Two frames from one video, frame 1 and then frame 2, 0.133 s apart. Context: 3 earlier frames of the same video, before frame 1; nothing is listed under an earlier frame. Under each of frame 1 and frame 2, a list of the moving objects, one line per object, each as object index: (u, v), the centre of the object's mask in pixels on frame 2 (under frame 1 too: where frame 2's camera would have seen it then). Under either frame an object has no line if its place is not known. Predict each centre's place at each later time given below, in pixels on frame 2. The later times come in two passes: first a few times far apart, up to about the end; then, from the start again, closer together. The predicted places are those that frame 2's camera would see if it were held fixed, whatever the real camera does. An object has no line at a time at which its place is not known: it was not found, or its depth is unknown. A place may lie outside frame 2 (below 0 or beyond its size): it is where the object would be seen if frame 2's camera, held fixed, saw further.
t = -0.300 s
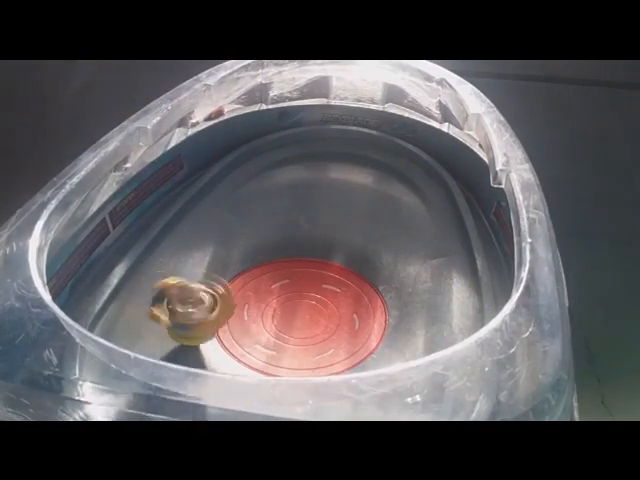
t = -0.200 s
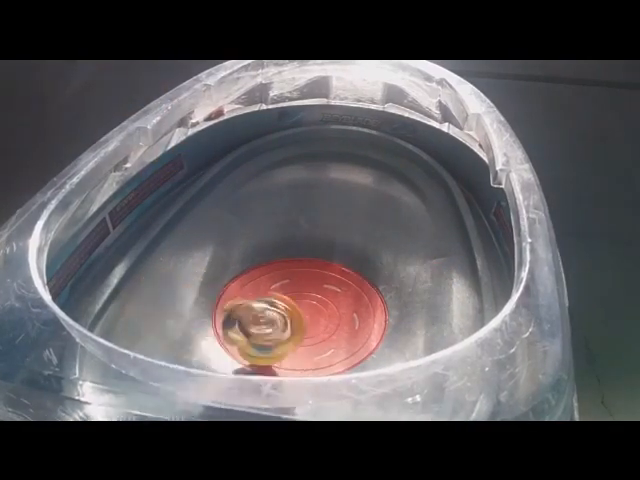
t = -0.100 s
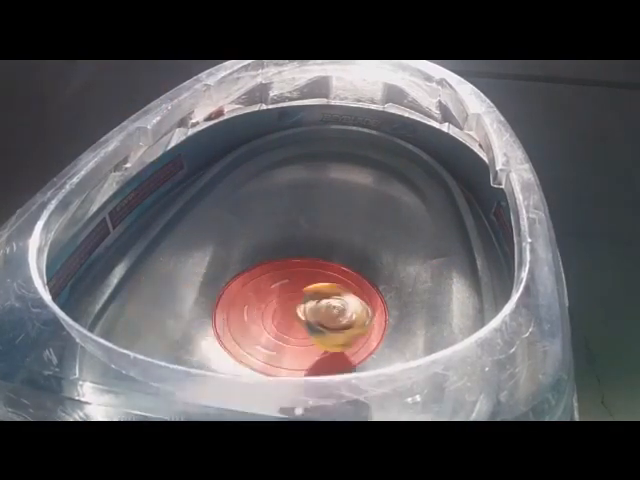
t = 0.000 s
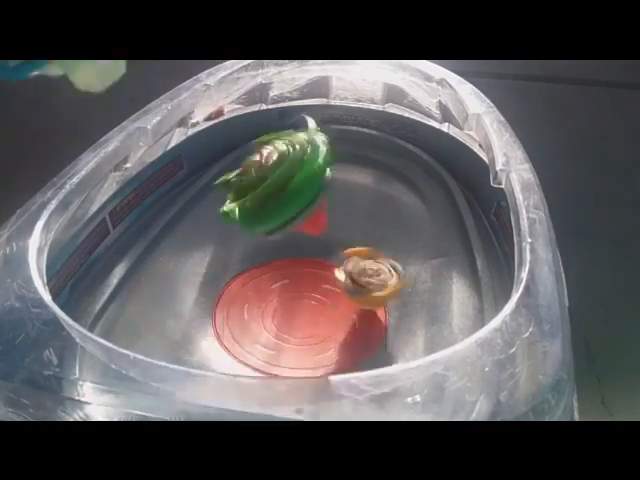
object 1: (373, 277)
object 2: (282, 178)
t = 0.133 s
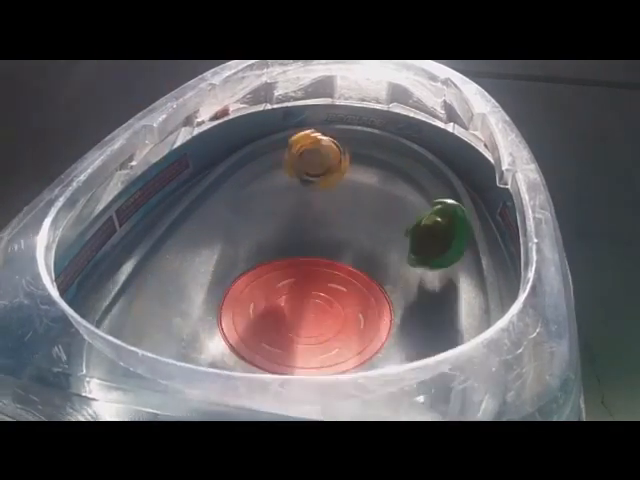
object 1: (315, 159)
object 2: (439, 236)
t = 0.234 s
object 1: (282, 104)
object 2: (386, 230)
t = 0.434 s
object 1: (322, 184)
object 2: (275, 257)
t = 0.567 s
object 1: (388, 232)
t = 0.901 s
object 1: (460, 271)
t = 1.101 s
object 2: (259, 267)
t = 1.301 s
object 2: (209, 214)
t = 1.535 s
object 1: (224, 351)
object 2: (297, 266)
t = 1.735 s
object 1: (185, 297)
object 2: (377, 288)
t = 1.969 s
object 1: (250, 238)
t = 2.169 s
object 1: (328, 243)
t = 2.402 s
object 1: (378, 300)
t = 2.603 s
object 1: (318, 334)
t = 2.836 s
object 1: (239, 275)
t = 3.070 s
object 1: (280, 240)
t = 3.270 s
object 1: (339, 268)
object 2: (263, 345)
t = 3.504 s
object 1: (350, 336)
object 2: (273, 298)
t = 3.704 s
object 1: (287, 343)
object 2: (303, 271)
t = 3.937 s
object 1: (232, 274)
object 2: (355, 251)
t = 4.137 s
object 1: (240, 224)
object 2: (367, 266)
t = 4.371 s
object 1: (282, 214)
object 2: (330, 296)
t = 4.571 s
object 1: (336, 227)
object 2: (274, 297)
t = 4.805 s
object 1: (386, 257)
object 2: (237, 266)
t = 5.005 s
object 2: (265, 256)
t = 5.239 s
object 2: (313, 265)
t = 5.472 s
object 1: (276, 344)
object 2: (343, 293)
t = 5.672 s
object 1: (236, 329)
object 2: (324, 319)
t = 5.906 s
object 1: (227, 283)
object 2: (295, 325)
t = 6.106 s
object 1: (238, 283)
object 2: (293, 315)
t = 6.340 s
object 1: (282, 277)
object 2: (309, 315)
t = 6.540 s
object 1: (314, 266)
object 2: (307, 306)
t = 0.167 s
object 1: (289, 130)
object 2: (416, 235)
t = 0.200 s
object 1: (277, 108)
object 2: (400, 228)
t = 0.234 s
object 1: (282, 104)
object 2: (386, 230)
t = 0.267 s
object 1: (288, 117)
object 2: (369, 228)
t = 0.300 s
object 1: (288, 139)
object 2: (351, 229)
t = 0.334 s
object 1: (295, 148)
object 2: (333, 229)
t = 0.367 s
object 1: (303, 156)
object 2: (312, 236)
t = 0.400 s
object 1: (310, 176)
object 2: (293, 245)
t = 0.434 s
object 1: (322, 184)
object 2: (275, 257)
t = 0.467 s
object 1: (336, 197)
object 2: (259, 268)
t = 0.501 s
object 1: (351, 209)
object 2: (246, 278)
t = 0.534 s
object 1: (368, 220)
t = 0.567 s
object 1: (388, 232)
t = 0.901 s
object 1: (460, 271)
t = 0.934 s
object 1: (456, 276)
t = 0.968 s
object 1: (450, 284)
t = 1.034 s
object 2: (319, 286)
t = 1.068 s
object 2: (283, 286)
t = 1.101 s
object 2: (259, 267)
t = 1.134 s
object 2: (240, 245)
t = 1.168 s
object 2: (222, 236)
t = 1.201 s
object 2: (215, 227)
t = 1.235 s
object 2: (207, 220)
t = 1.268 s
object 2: (207, 215)
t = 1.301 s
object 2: (209, 214)
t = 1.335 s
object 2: (220, 214)
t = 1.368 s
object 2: (232, 218)
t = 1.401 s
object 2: (246, 226)
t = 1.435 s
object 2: (257, 234)
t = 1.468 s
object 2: (271, 247)
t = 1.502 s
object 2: (285, 260)
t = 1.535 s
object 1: (224, 351)
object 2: (297, 266)
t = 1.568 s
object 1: (206, 343)
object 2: (307, 269)
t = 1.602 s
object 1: (199, 338)
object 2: (323, 274)
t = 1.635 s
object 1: (192, 328)
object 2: (339, 279)
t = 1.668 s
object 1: (186, 321)
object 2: (352, 283)
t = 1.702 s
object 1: (184, 308)
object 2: (362, 285)
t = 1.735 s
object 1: (185, 297)
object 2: (377, 288)
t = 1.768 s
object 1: (189, 284)
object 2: (386, 294)
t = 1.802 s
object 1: (194, 274)
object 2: (391, 296)
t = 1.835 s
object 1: (203, 263)
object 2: (396, 297)
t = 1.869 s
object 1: (213, 255)
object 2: (401, 300)
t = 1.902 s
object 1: (225, 247)
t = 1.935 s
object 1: (236, 242)
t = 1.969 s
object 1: (250, 238)
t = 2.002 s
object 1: (262, 235)
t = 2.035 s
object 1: (277, 234)
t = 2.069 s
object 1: (290, 235)
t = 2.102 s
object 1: (303, 236)
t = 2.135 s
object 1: (316, 239)
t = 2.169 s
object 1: (328, 243)
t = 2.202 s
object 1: (340, 249)
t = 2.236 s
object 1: (350, 254)
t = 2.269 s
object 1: (359, 262)
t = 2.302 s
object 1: (368, 268)
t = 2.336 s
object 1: (373, 279)
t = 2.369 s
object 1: (377, 289)
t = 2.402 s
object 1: (378, 300)
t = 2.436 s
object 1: (377, 311)
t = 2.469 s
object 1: (373, 322)
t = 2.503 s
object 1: (364, 329)
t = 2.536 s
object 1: (353, 334)
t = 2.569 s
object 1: (336, 336)
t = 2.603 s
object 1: (318, 334)
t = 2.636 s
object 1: (301, 331)
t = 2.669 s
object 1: (285, 326)
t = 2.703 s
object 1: (269, 317)
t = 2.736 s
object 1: (256, 308)
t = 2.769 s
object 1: (250, 298)
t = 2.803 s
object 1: (242, 287)
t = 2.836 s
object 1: (239, 275)
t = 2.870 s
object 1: (242, 268)
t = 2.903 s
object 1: (244, 260)
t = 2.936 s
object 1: (249, 251)
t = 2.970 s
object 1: (255, 244)
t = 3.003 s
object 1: (265, 243)
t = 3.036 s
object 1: (272, 242)
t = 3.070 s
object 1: (280, 240)
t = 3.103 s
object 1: (292, 241)
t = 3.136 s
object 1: (302, 243)
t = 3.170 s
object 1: (311, 250)
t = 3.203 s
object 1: (318, 255)
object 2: (274, 351)
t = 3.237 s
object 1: (329, 259)
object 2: (271, 350)
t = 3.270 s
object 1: (339, 268)
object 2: (263, 345)
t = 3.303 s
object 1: (345, 279)
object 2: (261, 340)
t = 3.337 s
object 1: (351, 289)
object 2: (259, 332)
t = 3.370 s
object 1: (354, 298)
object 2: (266, 325)
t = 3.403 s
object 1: (353, 308)
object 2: (269, 319)
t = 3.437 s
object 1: (353, 320)
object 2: (273, 314)
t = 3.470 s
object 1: (355, 330)
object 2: (269, 304)
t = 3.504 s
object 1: (350, 336)
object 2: (273, 298)
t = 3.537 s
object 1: (341, 340)
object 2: (275, 292)
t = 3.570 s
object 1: (330, 343)
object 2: (280, 289)
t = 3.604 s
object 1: (317, 344)
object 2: (282, 282)
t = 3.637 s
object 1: (305, 343)
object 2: (288, 276)
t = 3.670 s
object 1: (295, 343)
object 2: (294, 270)
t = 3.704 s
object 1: (287, 343)
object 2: (303, 271)
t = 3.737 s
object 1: (277, 341)
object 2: (308, 267)
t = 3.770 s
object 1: (266, 335)
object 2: (315, 260)
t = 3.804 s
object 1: (258, 326)
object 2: (321, 257)
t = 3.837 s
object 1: (250, 314)
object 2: (328, 253)
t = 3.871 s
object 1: (244, 302)
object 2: (338, 253)
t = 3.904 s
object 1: (237, 287)
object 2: (348, 252)
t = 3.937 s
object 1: (232, 274)
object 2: (355, 251)
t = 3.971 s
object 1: (230, 262)
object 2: (360, 251)
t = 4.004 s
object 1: (231, 251)
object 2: (359, 251)
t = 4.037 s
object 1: (230, 241)
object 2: (365, 252)
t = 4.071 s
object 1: (231, 235)
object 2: (368, 258)
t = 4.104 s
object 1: (235, 230)
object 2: (370, 260)
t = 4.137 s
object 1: (240, 224)
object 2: (367, 266)
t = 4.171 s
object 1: (244, 220)
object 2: (364, 270)
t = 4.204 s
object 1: (250, 217)
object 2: (364, 274)
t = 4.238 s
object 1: (256, 215)
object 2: (357, 279)
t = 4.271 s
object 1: (261, 214)
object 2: (351, 285)
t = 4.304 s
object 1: (268, 213)
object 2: (344, 289)
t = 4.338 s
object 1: (275, 212)
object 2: (335, 294)
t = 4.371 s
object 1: (282, 214)
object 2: (330, 296)
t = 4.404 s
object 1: (290, 214)
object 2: (321, 298)
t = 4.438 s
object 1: (299, 216)
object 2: (310, 299)
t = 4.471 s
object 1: (307, 219)
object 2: (300, 300)
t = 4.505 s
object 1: (316, 220)
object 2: (288, 300)
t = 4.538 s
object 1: (326, 223)
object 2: (281, 298)
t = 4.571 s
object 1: (336, 227)
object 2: (274, 297)
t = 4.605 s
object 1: (345, 229)
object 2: (263, 292)
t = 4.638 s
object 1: (353, 233)
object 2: (258, 289)
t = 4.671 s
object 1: (360, 237)
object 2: (251, 285)
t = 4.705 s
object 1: (367, 241)
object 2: (247, 280)
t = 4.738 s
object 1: (374, 244)
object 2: (242, 276)
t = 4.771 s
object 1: (381, 249)
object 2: (239, 269)
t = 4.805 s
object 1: (386, 257)
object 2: (237, 266)
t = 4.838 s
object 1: (391, 263)
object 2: (239, 262)
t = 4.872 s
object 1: (395, 271)
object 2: (241, 263)
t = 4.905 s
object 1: (399, 279)
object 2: (241, 259)
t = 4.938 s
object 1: (400, 288)
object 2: (248, 258)
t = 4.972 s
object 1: (401, 298)
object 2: (258, 257)
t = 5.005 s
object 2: (265, 256)
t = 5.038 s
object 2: (270, 257)
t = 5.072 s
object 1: (397, 322)
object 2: (279, 255)
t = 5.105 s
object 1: (393, 327)
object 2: (287, 259)
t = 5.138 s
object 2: (294, 259)
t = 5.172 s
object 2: (302, 262)
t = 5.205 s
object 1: (367, 336)
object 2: (308, 265)
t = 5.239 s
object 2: (313, 265)
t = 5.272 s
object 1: (344, 343)
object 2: (320, 268)
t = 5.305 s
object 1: (332, 346)
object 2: (328, 272)
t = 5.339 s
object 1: (322, 347)
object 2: (333, 276)
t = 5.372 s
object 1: (312, 346)
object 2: (332, 281)
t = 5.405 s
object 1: (294, 346)
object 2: (338, 284)
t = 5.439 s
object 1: (284, 346)
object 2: (342, 289)
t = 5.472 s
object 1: (276, 344)
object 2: (343, 293)
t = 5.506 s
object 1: (266, 342)
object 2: (339, 300)
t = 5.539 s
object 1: (256, 340)
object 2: (339, 303)
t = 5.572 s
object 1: (251, 339)
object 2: (340, 308)
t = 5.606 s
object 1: (245, 338)
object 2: (336, 312)
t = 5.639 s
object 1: (240, 333)
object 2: (330, 316)
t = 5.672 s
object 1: (236, 329)
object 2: (324, 319)
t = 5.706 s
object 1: (233, 320)
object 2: (319, 320)
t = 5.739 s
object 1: (230, 312)
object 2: (317, 325)
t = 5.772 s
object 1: (227, 305)
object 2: (311, 326)
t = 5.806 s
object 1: (226, 296)
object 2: (305, 325)
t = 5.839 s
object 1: (225, 290)
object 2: (299, 327)
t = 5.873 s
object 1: (226, 285)
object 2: (296, 324)
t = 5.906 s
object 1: (227, 283)
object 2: (295, 325)
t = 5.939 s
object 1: (227, 283)
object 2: (291, 323)
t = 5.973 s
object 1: (227, 282)
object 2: (288, 317)
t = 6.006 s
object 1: (229, 284)
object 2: (286, 317)
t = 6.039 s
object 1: (231, 285)
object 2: (283, 315)
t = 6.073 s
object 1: (234, 284)
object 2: (287, 315)
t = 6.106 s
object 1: (238, 283)
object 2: (293, 315)
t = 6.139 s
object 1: (242, 284)
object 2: (295, 313)
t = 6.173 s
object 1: (245, 286)
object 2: (300, 312)
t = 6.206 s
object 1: (250, 290)
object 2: (305, 311)
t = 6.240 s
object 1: (254, 290)
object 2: (305, 309)
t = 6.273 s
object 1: (261, 284)
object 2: (301, 311)
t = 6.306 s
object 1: (270, 279)
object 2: (306, 311)
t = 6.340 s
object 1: (282, 277)
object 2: (309, 315)
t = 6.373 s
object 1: (289, 275)
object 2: (304, 315)
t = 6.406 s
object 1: (295, 273)
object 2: (301, 315)
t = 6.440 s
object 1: (299, 274)
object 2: (313, 309)
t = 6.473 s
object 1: (305, 269)
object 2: (306, 310)
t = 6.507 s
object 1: (311, 267)
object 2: (312, 315)
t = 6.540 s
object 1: (314, 266)
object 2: (307, 306)
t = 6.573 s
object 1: (315, 264)
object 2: (314, 305)
